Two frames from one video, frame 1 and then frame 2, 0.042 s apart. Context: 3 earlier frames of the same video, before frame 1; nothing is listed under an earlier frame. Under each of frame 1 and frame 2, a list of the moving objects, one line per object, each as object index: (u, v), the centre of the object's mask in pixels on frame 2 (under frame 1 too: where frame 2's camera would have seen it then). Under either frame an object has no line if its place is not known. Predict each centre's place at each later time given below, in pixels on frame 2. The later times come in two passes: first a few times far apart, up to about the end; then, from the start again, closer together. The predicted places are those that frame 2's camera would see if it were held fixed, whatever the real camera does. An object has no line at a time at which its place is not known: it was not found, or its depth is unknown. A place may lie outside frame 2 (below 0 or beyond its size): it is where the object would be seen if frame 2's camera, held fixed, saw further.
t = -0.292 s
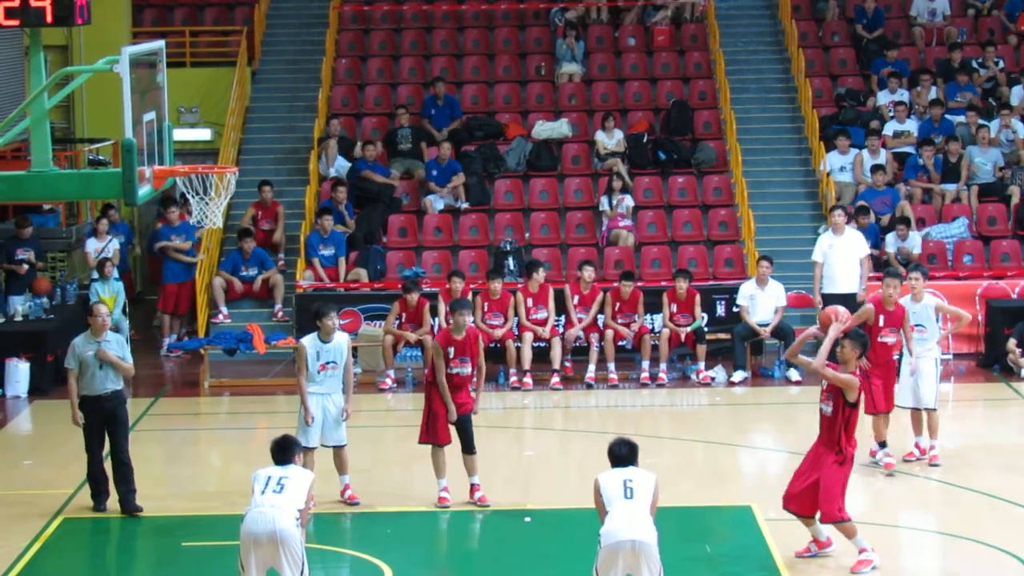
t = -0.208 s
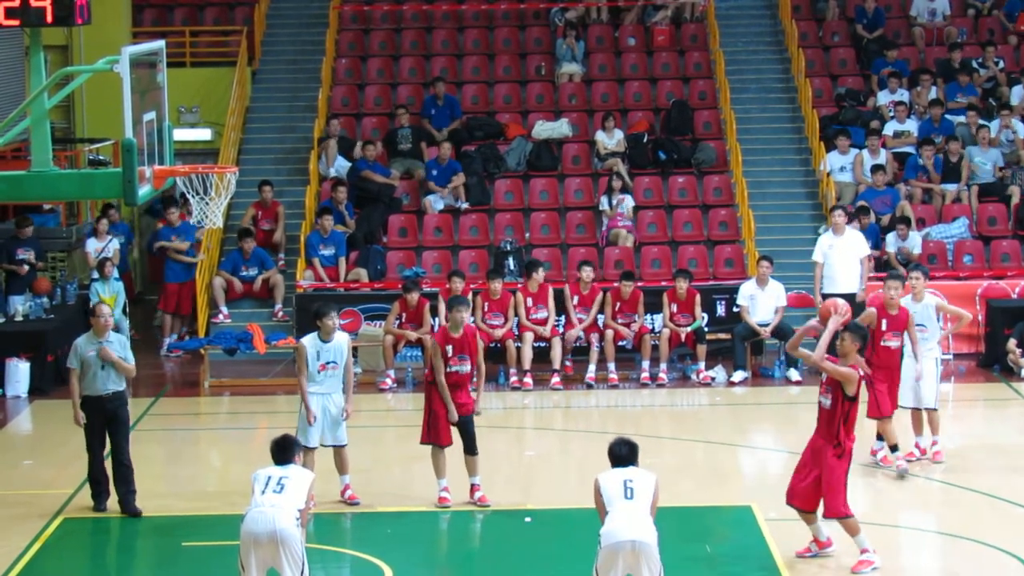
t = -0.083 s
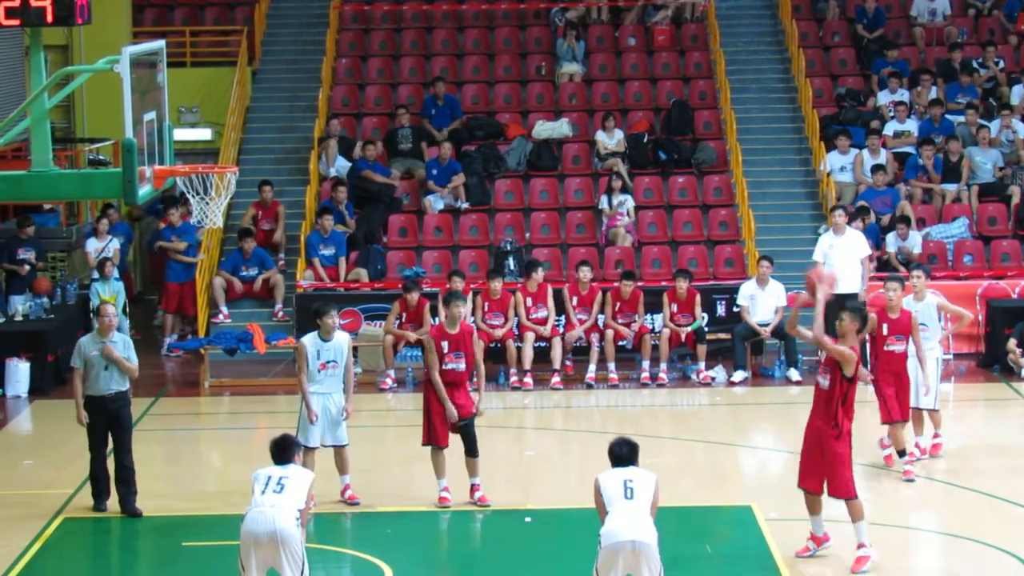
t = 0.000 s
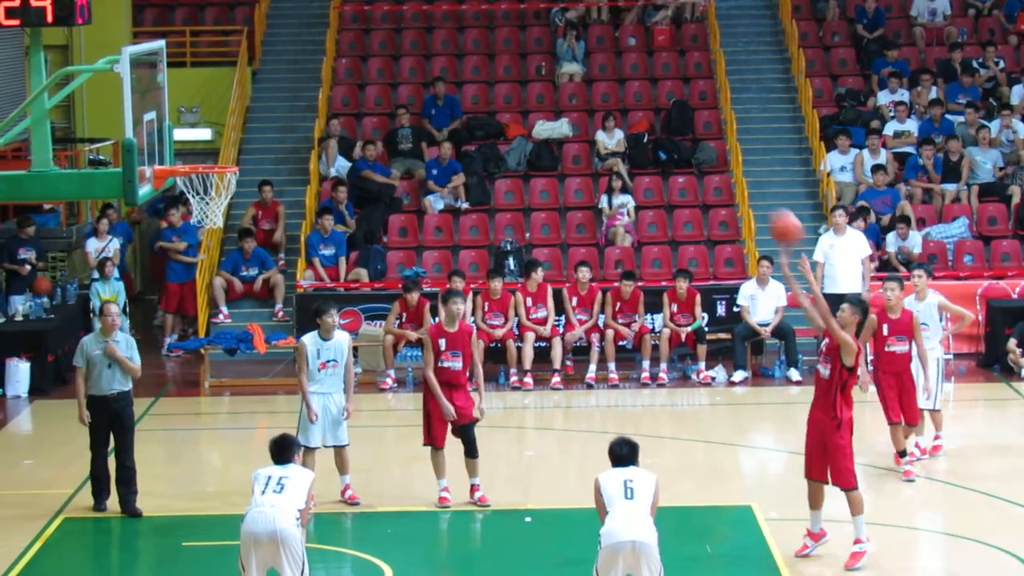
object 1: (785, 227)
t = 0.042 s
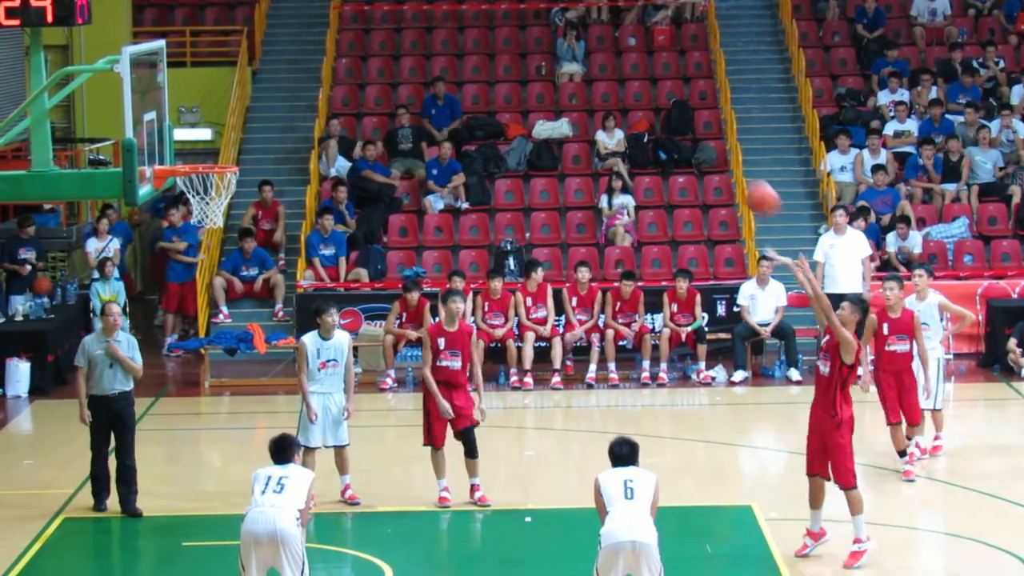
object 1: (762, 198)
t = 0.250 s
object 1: (639, 82)
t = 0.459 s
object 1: (517, 23)
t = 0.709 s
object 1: (371, 24)
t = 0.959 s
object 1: (229, 108)
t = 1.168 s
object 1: (206, 94)
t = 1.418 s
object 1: (256, 31)
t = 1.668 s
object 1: (310, 51)
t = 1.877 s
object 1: (360, 138)
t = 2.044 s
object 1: (400, 255)
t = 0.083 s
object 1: (737, 169)
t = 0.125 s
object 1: (713, 146)
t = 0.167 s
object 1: (688, 124)
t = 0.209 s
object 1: (665, 103)
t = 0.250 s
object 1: (639, 82)
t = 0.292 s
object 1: (615, 67)
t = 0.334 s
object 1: (592, 53)
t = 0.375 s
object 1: (566, 40)
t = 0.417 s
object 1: (541, 32)
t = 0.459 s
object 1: (517, 23)
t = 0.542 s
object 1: (469, 15)
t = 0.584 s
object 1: (444, 14)
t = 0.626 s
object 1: (419, 15)
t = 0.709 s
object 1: (371, 24)
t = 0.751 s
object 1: (349, 32)
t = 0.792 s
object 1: (323, 42)
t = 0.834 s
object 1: (299, 55)
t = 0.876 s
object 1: (276, 70)
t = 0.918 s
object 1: (254, 88)
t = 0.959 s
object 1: (229, 108)
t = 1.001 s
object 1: (207, 131)
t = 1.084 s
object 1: (190, 132)
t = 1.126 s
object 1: (199, 111)
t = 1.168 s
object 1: (206, 94)
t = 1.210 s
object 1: (214, 78)
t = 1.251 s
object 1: (221, 64)
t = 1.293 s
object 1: (230, 53)
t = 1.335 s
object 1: (238, 43)
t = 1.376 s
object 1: (246, 36)
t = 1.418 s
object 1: (256, 31)
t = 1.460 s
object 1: (264, 29)
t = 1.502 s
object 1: (274, 29)
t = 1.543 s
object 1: (283, 30)
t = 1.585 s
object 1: (291, 35)
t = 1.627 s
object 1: (301, 42)
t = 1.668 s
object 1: (310, 51)
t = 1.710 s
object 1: (320, 63)
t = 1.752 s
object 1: (330, 78)
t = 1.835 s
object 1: (350, 116)
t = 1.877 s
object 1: (360, 138)
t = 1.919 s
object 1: (370, 164)
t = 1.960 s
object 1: (381, 193)
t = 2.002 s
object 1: (391, 222)
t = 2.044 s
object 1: (400, 255)
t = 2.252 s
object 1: (453, 468)
